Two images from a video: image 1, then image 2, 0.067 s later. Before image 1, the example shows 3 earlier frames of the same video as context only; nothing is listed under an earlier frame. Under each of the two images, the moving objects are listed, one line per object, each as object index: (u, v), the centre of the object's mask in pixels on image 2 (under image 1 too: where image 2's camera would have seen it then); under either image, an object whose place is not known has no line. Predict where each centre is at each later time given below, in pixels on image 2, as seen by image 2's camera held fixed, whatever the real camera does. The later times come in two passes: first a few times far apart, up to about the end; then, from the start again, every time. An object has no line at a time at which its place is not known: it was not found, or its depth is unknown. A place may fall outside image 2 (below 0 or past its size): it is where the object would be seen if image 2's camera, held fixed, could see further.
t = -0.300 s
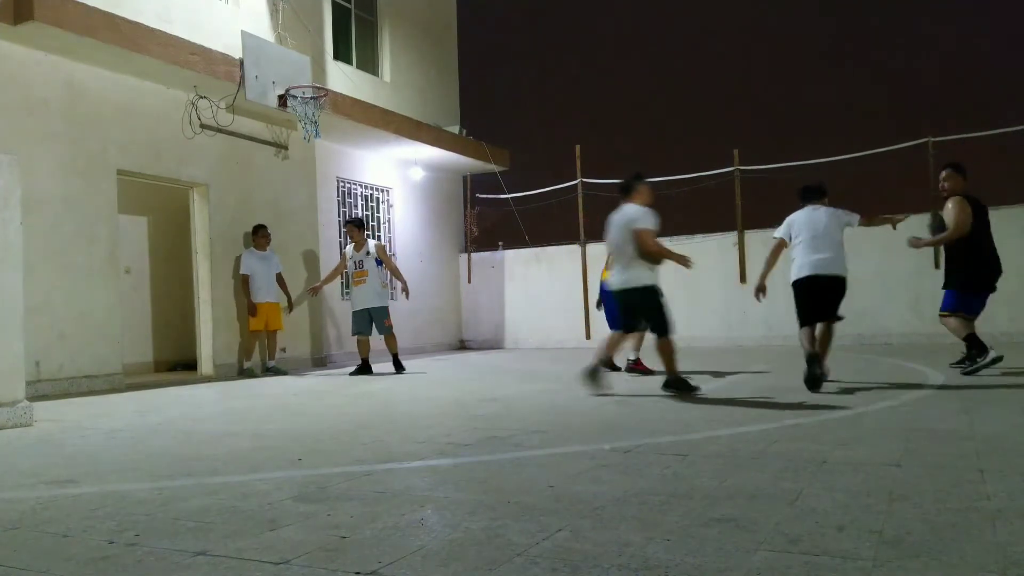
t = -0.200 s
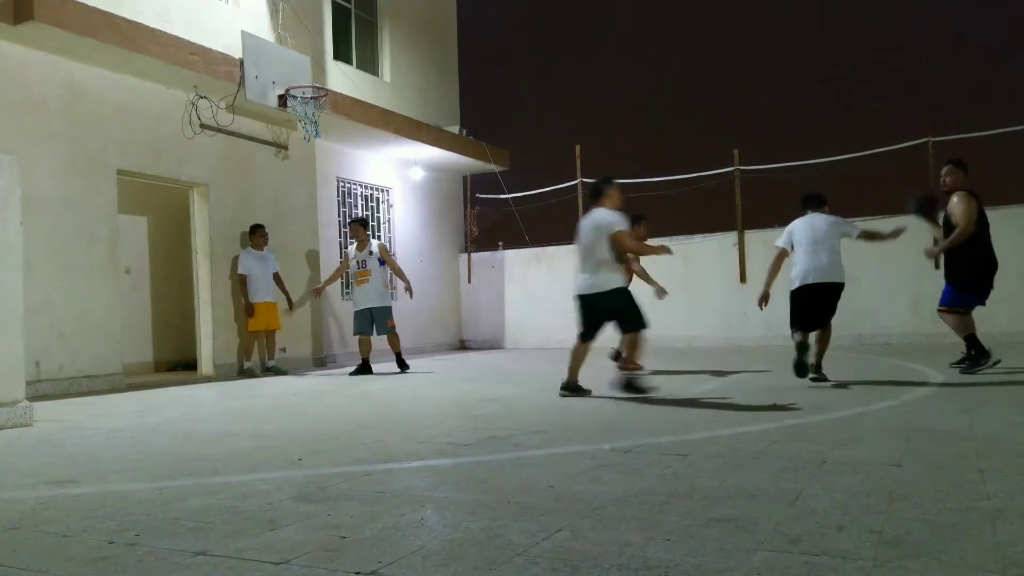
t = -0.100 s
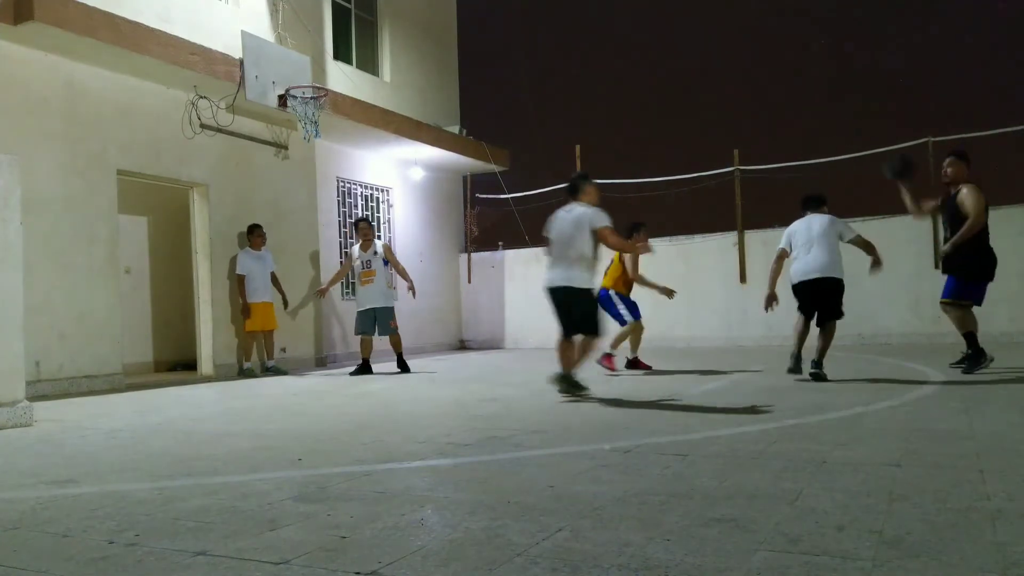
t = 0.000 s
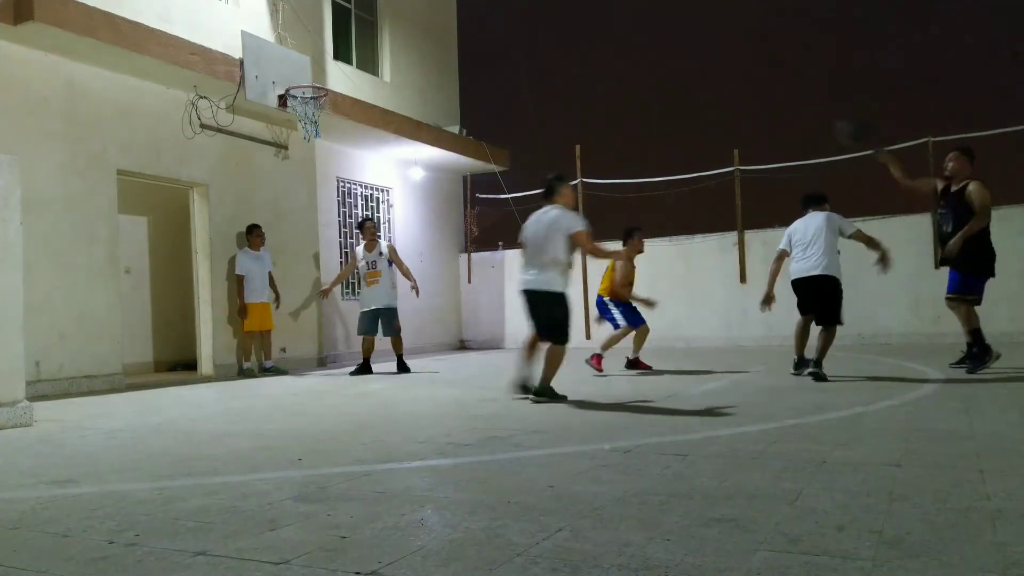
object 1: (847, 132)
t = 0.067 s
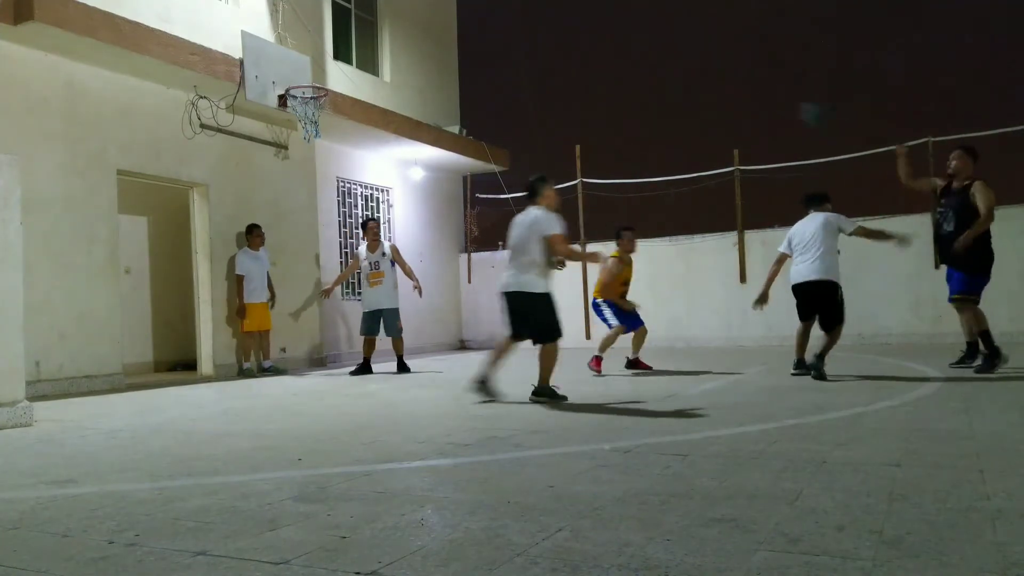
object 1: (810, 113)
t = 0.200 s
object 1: (739, 88)
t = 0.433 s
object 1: (589, 97)
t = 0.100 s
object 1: (795, 105)
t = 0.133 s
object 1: (775, 98)
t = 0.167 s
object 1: (756, 92)
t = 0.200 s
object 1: (739, 88)
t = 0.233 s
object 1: (719, 85)
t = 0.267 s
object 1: (698, 83)
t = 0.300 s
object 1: (677, 82)
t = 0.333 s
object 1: (655, 83)
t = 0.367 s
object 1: (633, 86)
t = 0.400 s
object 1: (611, 91)
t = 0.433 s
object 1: (589, 97)
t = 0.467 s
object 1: (564, 102)
